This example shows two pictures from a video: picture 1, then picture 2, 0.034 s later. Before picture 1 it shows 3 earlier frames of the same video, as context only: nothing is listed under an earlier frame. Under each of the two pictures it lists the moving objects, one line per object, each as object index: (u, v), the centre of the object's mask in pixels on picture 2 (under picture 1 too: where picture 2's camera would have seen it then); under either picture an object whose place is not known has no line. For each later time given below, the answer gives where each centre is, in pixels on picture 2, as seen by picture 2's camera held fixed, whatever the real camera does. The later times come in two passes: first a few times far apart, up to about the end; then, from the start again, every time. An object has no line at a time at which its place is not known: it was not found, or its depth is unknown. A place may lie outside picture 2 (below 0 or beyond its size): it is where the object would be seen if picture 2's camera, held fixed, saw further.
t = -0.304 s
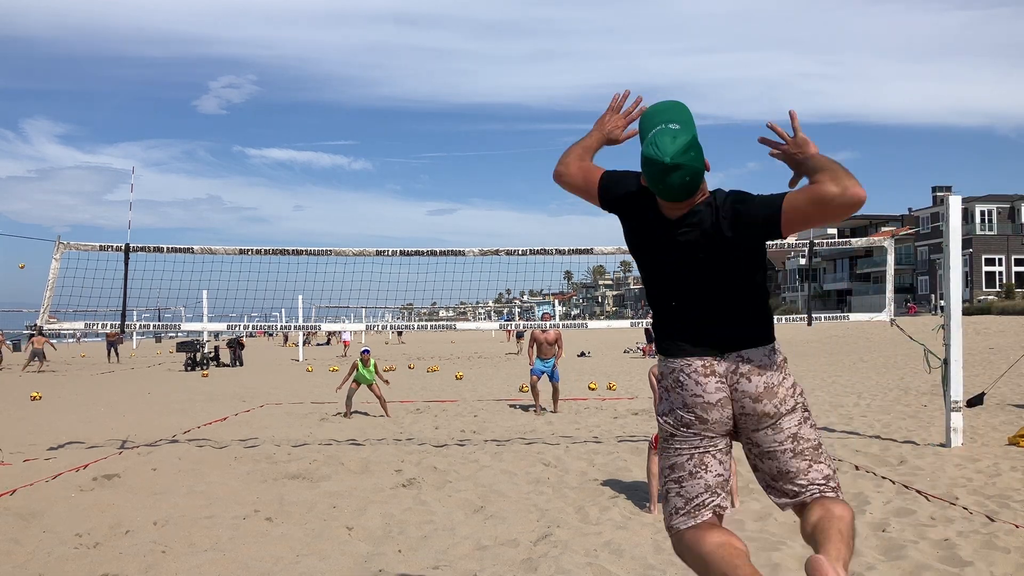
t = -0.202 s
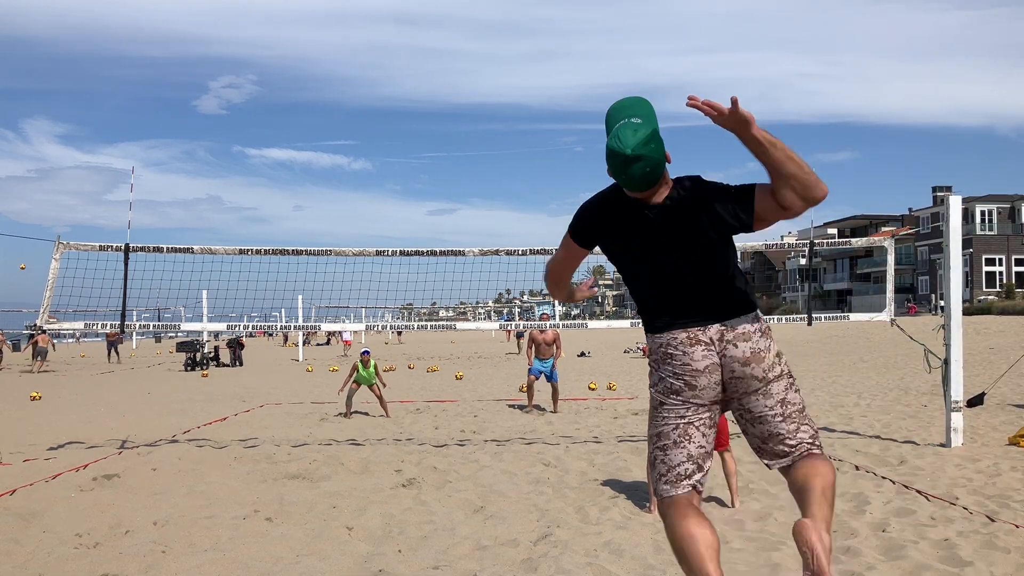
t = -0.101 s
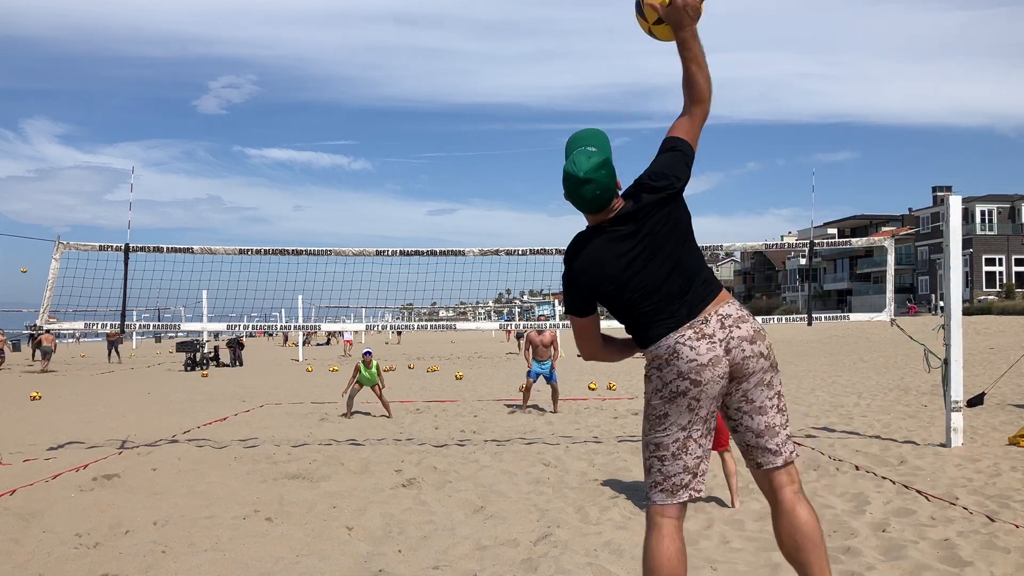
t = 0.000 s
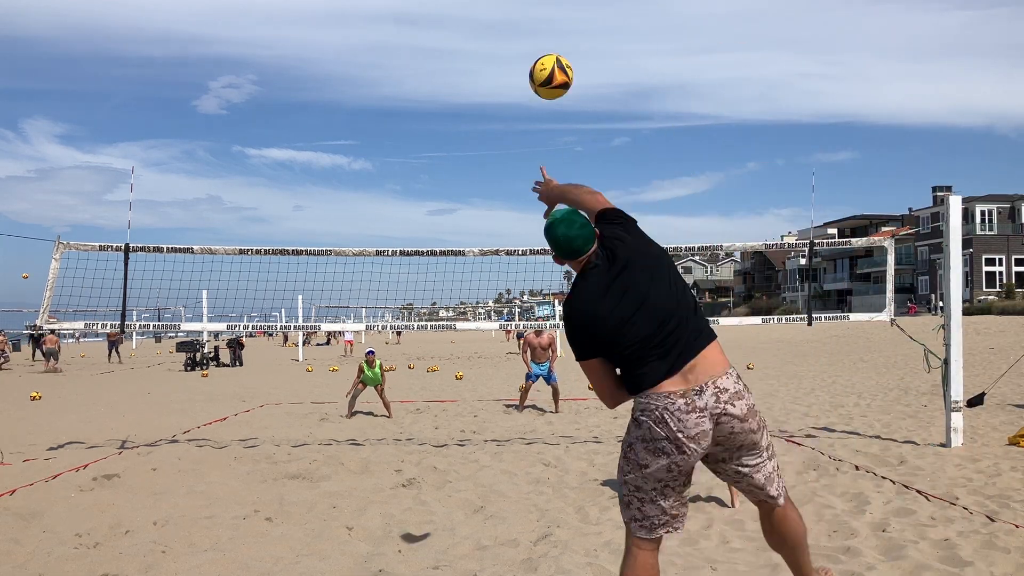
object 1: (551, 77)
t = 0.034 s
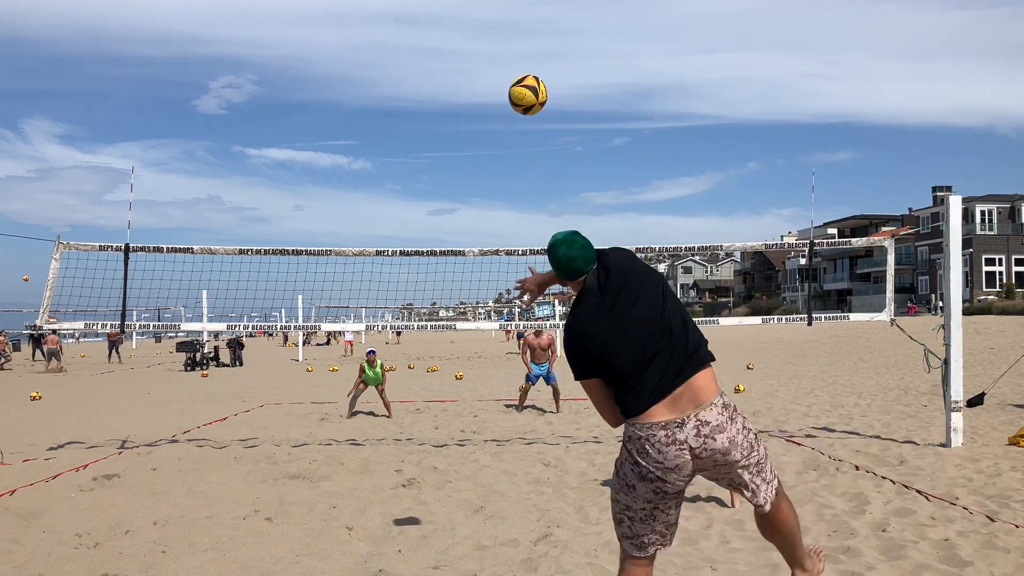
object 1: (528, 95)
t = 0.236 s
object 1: (459, 185)
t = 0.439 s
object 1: (435, 254)
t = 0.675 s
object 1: (422, 259)
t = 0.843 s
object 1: (413, 287)
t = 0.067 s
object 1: (510, 112)
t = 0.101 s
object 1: (495, 128)
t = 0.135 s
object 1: (483, 142)
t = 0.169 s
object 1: (473, 157)
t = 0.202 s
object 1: (465, 171)
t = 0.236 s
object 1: (459, 185)
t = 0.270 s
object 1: (453, 199)
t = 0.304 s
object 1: (448, 212)
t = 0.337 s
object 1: (444, 226)
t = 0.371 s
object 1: (441, 238)
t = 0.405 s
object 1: (438, 251)
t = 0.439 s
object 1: (435, 254)
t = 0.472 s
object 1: (433, 255)
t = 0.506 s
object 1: (431, 256)
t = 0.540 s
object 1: (429, 254)
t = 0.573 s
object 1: (428, 254)
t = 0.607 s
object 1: (425, 255)
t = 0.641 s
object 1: (424, 256)
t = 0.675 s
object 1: (422, 259)
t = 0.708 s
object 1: (420, 262)
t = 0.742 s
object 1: (418, 267)
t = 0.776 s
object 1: (416, 273)
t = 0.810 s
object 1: (415, 279)
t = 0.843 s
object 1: (413, 287)
